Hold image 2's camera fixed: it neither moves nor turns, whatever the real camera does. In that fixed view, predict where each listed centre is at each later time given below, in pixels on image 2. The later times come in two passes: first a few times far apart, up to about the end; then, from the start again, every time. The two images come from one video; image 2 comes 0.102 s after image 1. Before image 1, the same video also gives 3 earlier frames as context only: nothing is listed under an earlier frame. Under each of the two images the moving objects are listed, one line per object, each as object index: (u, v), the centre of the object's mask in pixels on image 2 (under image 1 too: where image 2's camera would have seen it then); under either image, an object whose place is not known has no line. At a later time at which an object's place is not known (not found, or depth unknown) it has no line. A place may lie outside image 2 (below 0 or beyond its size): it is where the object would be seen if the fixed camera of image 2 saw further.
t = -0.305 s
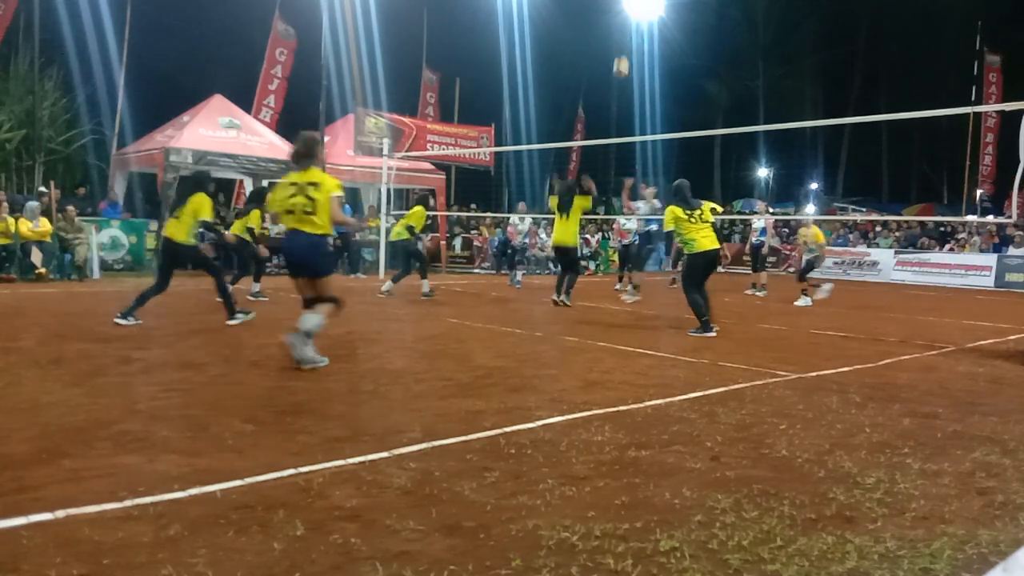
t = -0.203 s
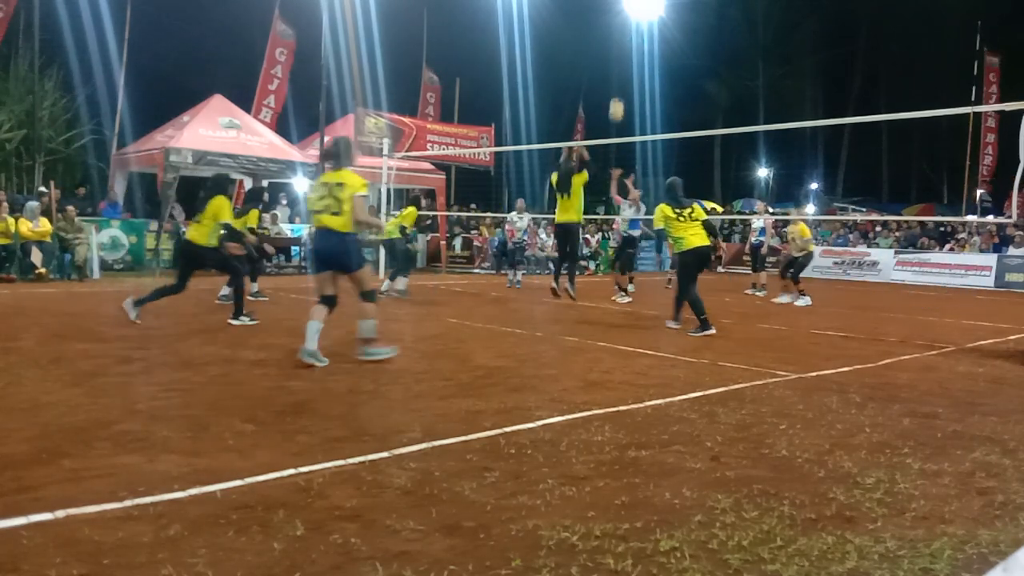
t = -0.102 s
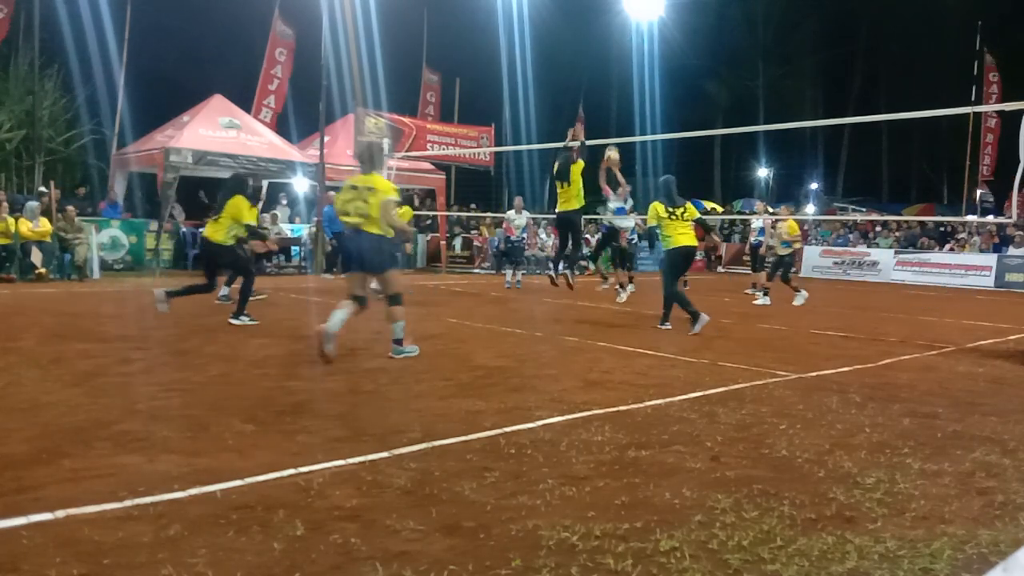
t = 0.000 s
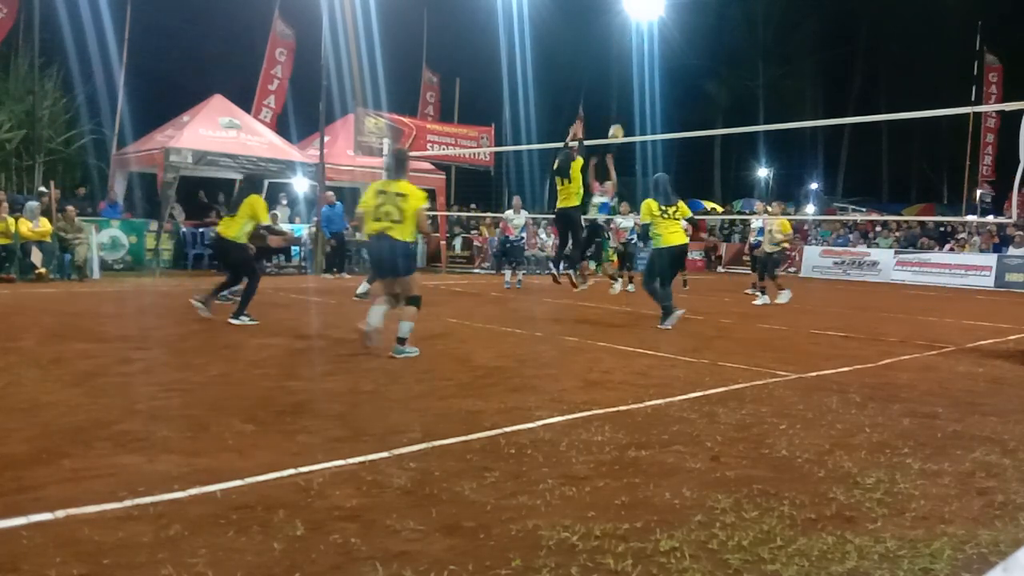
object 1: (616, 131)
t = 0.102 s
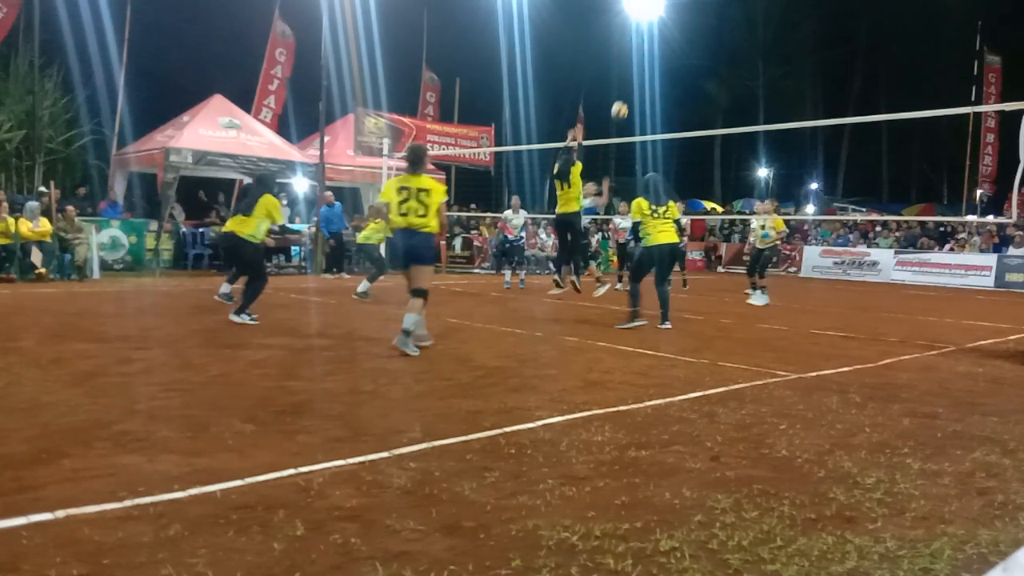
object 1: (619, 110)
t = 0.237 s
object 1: (624, 89)
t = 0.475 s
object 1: (631, 84)
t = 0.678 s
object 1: (637, 116)
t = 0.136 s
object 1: (621, 103)
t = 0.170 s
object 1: (622, 97)
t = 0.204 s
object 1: (623, 93)
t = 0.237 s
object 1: (624, 89)
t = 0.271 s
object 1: (625, 86)
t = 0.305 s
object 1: (626, 83)
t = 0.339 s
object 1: (627, 81)
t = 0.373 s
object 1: (628, 80)
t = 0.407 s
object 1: (629, 81)
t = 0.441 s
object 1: (630, 81)
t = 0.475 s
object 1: (631, 84)
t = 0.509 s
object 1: (632, 86)
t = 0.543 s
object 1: (634, 90)
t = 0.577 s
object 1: (635, 95)
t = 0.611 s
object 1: (635, 100)
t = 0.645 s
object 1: (636, 106)
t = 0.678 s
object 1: (637, 116)
